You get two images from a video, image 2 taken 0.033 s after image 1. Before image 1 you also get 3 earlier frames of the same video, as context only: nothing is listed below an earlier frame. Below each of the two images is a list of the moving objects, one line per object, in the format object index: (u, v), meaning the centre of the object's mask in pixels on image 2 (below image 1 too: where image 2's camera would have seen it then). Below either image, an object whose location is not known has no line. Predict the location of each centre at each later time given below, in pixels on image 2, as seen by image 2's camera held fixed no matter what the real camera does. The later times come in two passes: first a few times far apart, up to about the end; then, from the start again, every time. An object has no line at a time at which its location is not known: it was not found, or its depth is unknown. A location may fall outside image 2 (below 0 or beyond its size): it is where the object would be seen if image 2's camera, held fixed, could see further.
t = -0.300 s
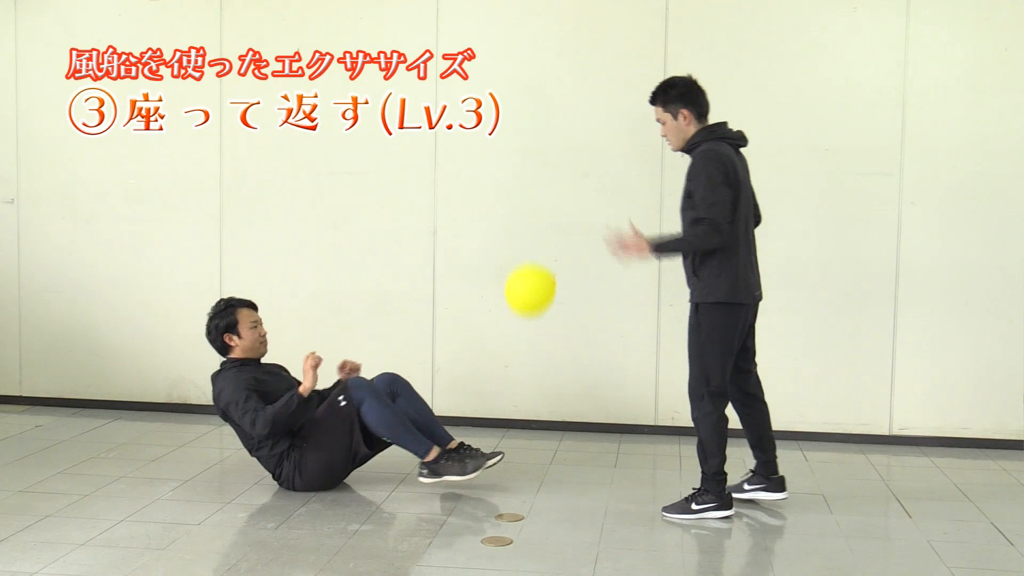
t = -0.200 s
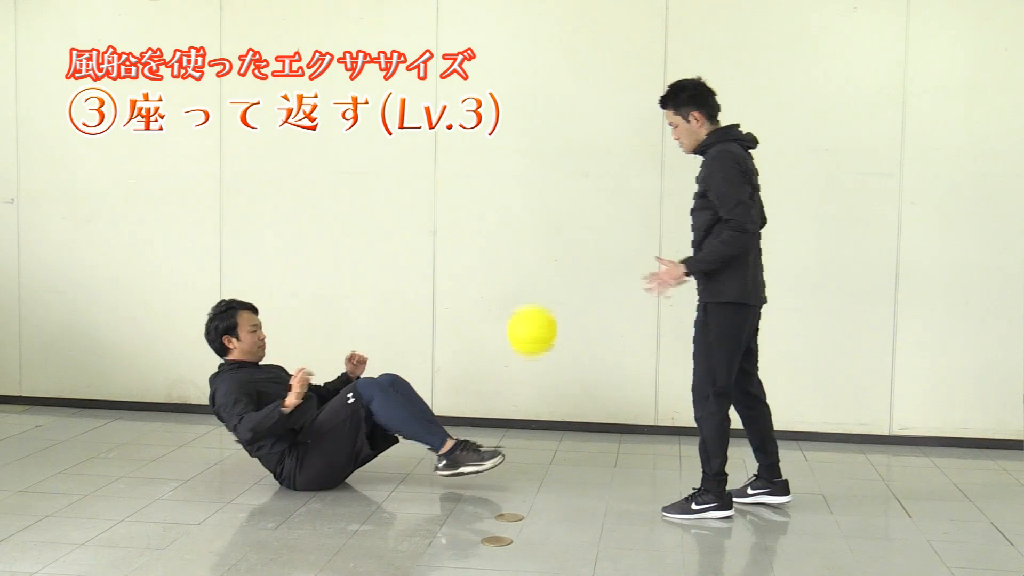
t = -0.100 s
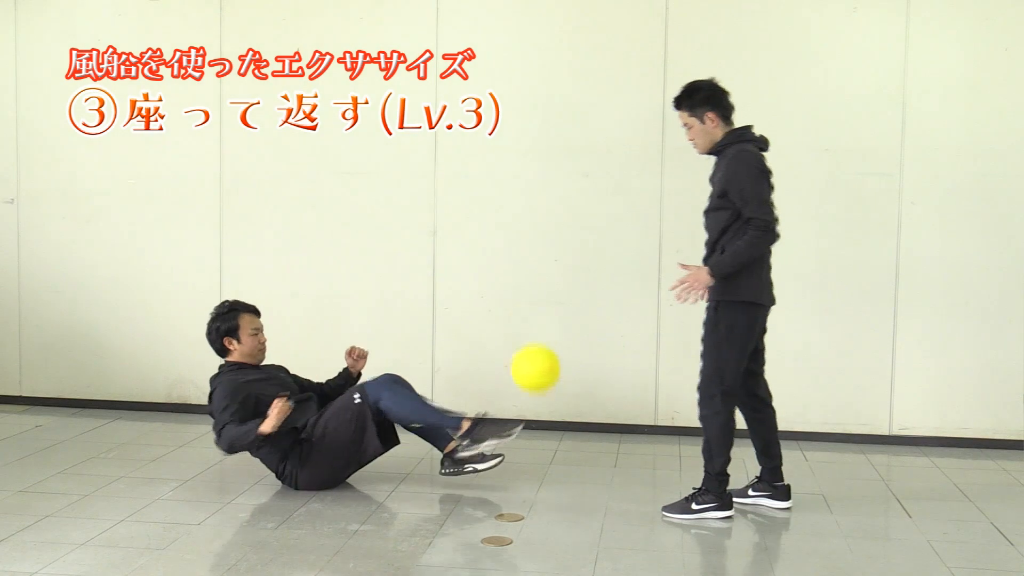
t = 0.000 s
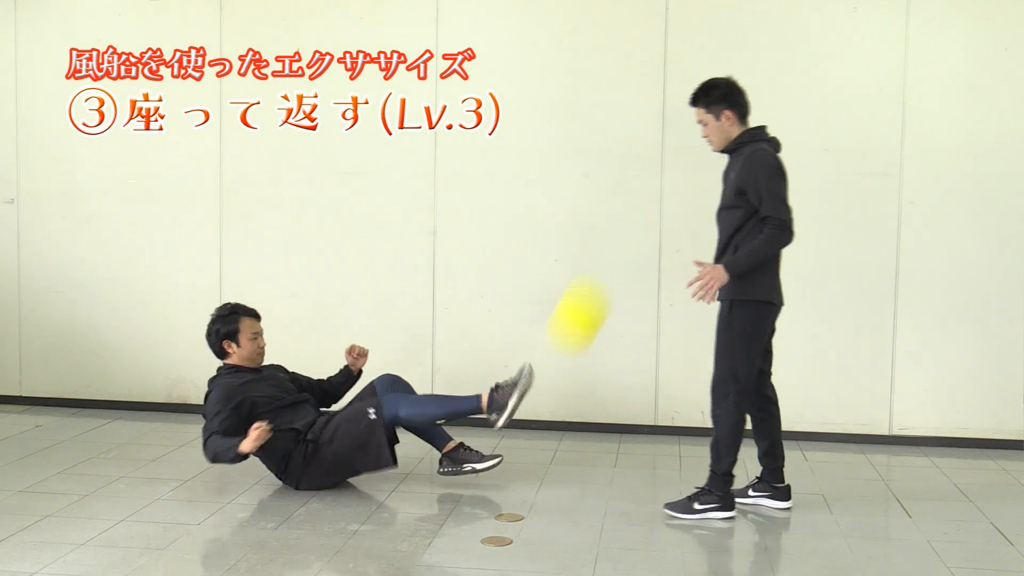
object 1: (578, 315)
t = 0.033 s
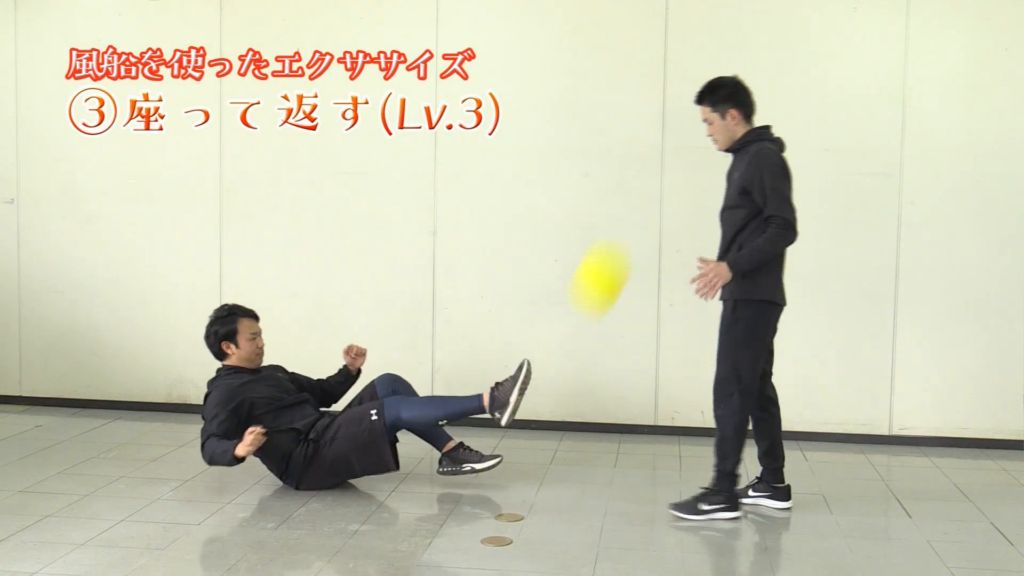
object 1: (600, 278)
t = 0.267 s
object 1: (645, 127)
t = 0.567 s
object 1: (678, 100)
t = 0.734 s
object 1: (697, 105)
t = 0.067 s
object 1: (618, 245)
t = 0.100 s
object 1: (631, 216)
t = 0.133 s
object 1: (641, 190)
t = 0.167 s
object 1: (646, 168)
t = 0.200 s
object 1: (647, 149)
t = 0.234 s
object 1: (646, 136)
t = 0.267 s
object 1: (645, 127)
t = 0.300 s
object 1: (646, 120)
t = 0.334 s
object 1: (647, 115)
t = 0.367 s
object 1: (650, 112)
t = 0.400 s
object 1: (654, 109)
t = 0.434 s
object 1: (658, 106)
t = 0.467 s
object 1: (663, 103)
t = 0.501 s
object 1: (668, 102)
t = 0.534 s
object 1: (673, 100)
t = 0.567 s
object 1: (678, 100)
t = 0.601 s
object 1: (683, 99)
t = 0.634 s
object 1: (687, 99)
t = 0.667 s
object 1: (691, 101)
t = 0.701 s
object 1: (694, 103)
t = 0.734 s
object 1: (697, 105)
